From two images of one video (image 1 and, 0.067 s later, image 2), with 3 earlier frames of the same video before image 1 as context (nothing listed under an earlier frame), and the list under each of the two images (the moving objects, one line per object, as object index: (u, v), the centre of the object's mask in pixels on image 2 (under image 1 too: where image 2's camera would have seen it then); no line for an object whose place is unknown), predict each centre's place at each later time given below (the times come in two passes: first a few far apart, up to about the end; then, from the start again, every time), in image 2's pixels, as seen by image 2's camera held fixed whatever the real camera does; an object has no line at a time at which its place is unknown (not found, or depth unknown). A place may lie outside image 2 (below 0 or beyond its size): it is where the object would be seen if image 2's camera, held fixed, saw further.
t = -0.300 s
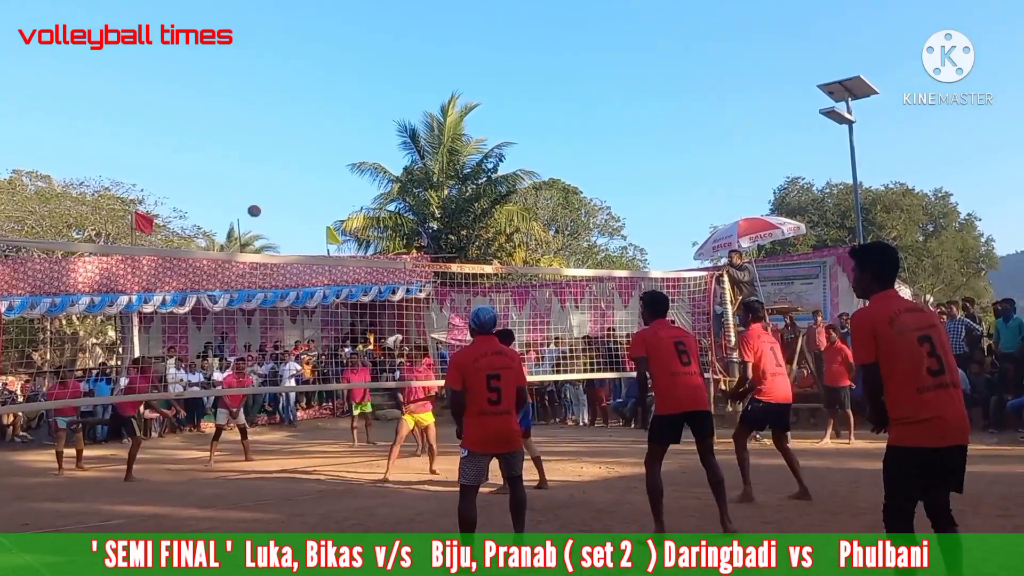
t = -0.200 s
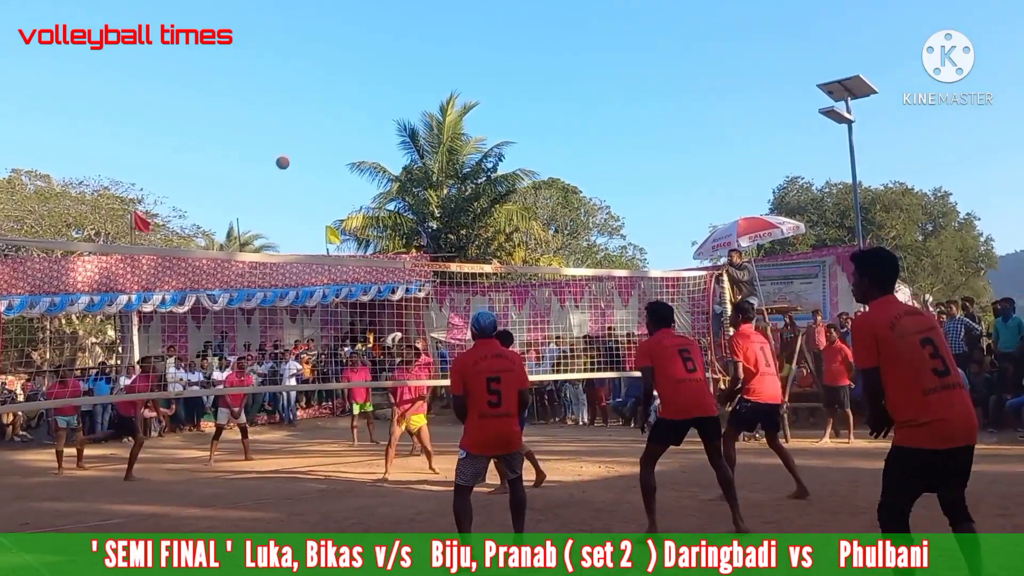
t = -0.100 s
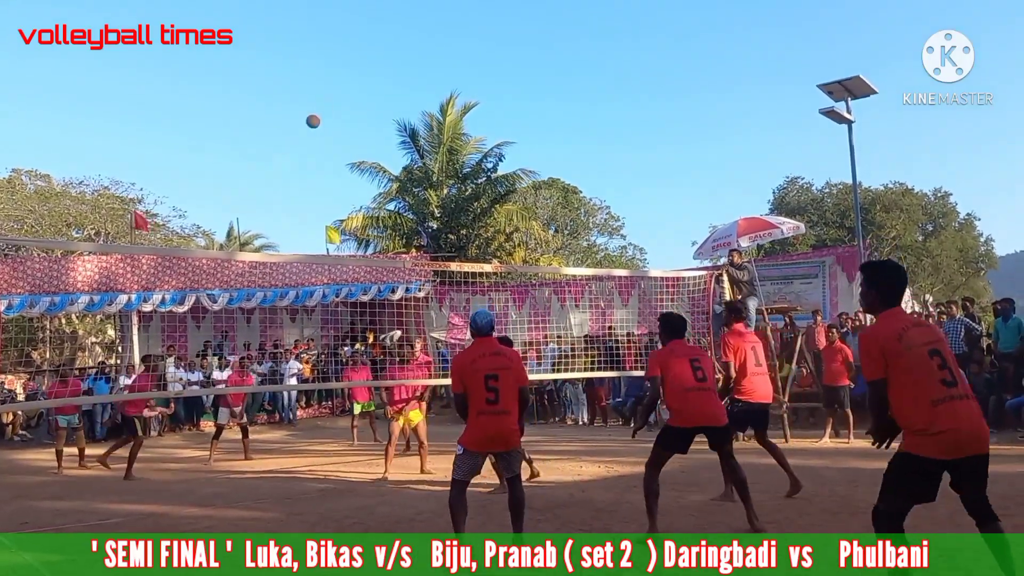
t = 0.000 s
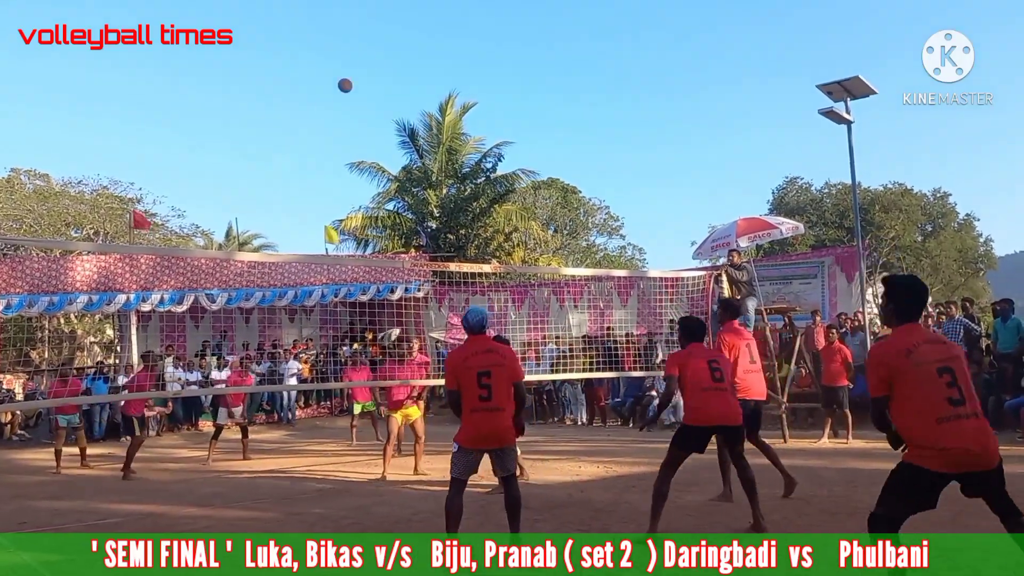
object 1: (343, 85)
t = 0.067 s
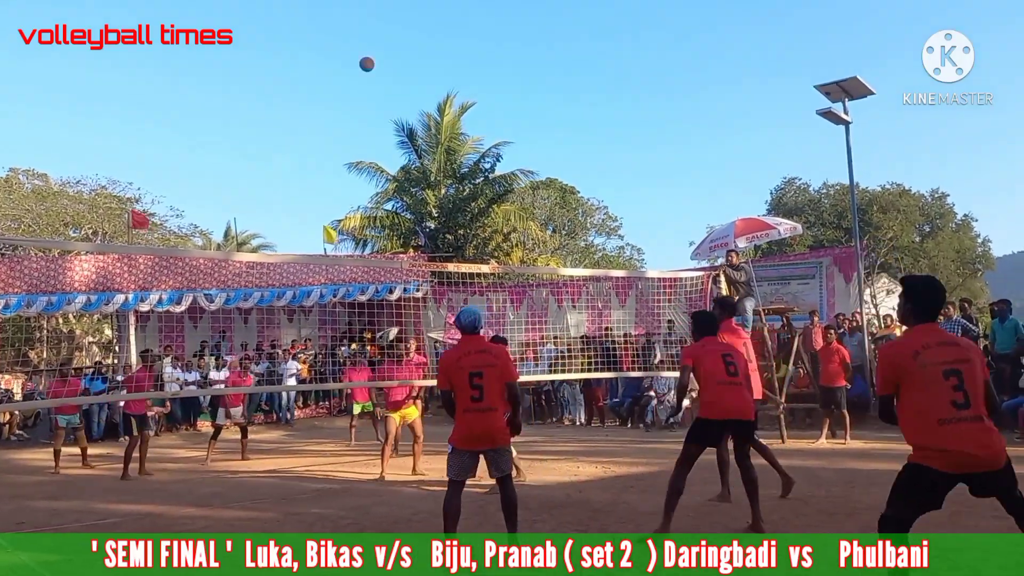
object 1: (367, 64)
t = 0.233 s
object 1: (428, 26)
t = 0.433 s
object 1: (517, 9)
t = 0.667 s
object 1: (644, 44)
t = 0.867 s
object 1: (787, 141)
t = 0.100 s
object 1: (378, 54)
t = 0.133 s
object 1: (390, 46)
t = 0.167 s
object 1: (403, 38)
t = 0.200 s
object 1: (415, 32)
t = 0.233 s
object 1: (428, 26)
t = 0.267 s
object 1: (442, 21)
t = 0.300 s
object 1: (456, 17)
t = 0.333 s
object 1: (471, 13)
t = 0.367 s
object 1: (486, 11)
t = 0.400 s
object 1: (502, 9)
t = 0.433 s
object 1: (517, 9)
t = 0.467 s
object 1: (533, 10)
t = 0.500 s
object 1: (550, 12)
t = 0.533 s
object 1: (567, 15)
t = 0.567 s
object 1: (585, 20)
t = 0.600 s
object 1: (604, 27)
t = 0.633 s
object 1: (624, 35)
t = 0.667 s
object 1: (644, 44)
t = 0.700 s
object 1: (666, 55)
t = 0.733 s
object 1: (688, 67)
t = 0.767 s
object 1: (711, 82)
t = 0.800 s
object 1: (735, 99)
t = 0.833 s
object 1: (760, 119)
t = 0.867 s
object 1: (787, 141)
